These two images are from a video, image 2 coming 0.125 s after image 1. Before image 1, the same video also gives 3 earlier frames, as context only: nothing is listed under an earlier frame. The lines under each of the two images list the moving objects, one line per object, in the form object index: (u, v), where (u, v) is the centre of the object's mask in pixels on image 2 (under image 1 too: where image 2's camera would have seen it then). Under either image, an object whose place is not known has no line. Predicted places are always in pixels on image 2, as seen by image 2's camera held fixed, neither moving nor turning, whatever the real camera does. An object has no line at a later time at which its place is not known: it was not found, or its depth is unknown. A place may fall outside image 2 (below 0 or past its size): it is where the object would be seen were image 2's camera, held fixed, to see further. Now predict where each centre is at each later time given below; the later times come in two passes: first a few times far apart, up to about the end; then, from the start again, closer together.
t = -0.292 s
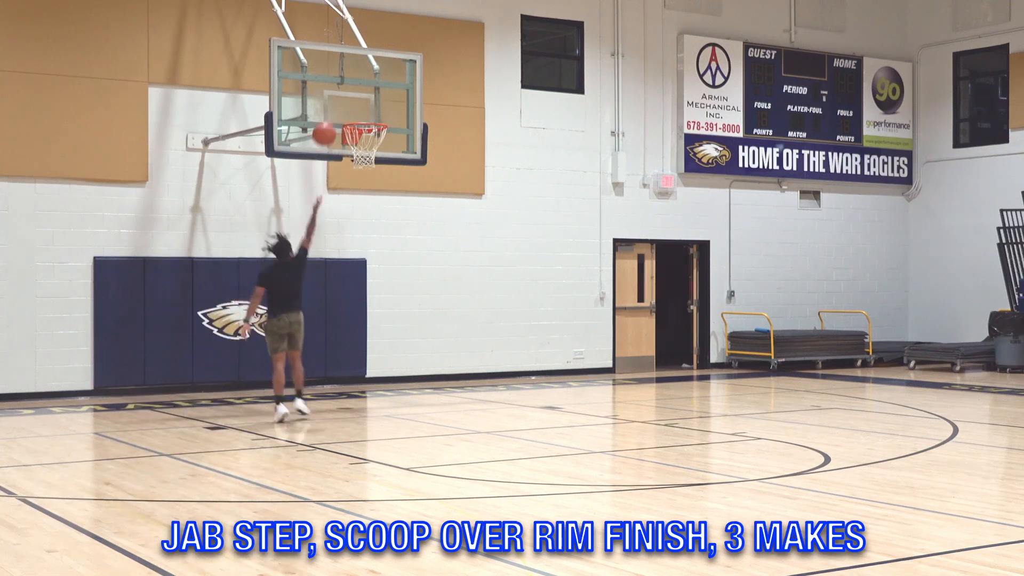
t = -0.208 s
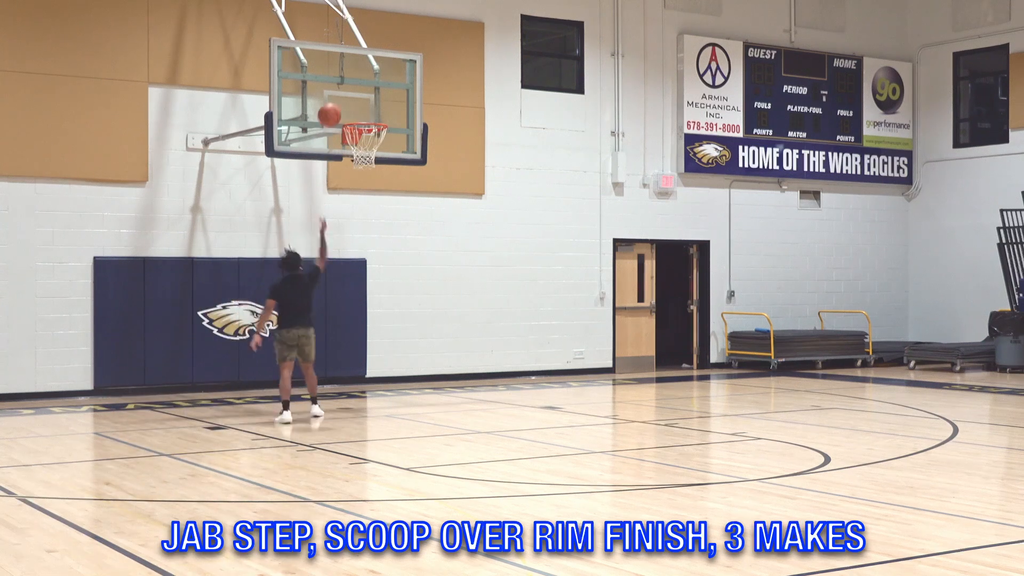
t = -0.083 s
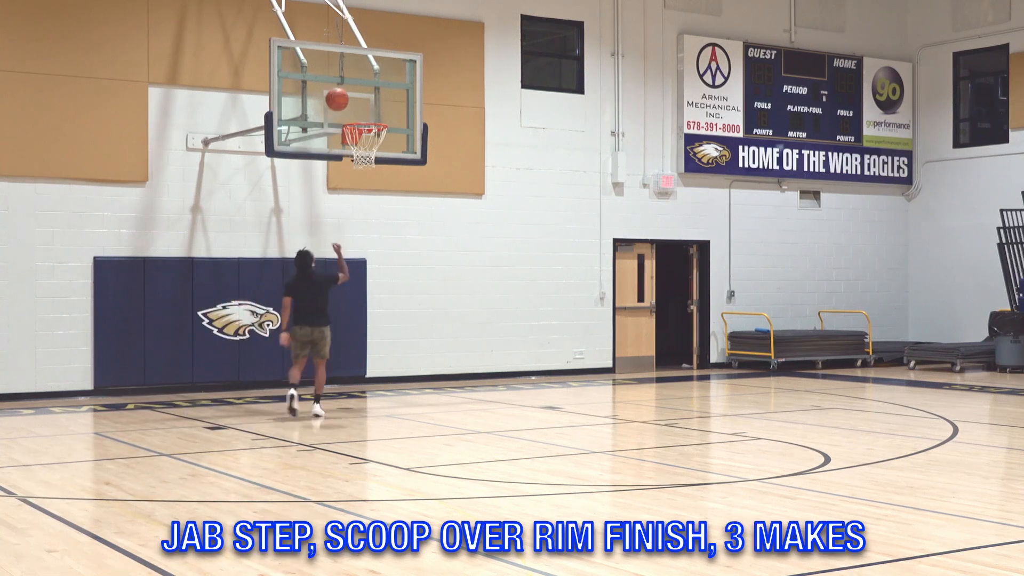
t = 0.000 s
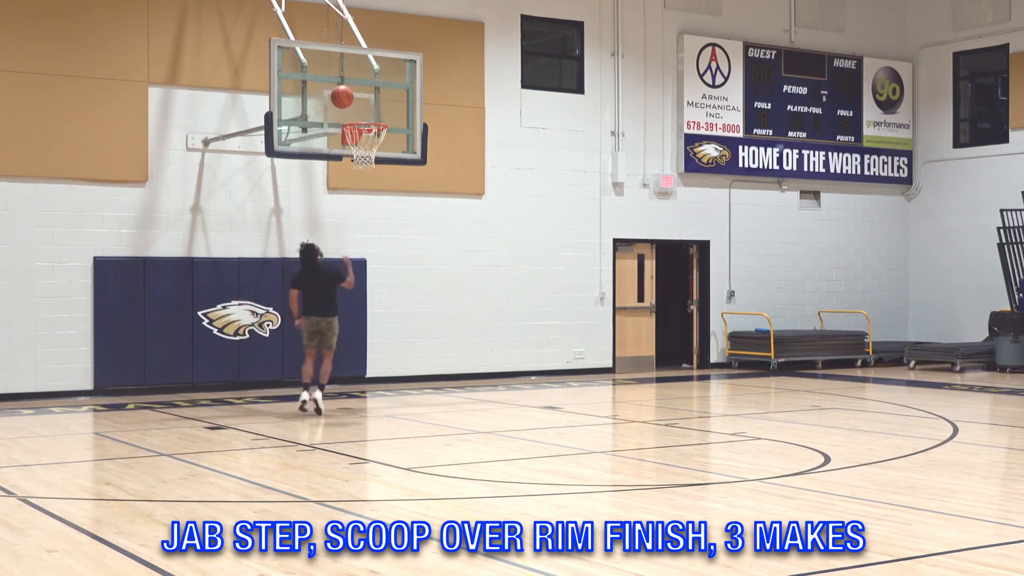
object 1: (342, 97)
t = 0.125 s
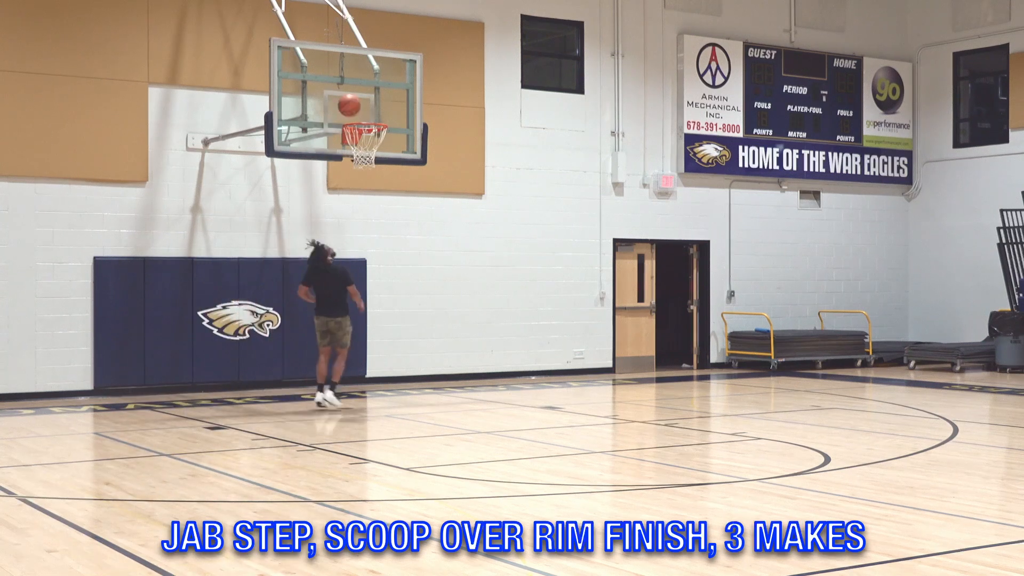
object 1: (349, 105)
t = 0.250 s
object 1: (360, 117)
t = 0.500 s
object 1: (375, 154)
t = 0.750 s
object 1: (370, 179)
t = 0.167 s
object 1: (351, 111)
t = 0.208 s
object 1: (355, 115)
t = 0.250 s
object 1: (360, 117)
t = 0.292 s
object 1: (366, 120)
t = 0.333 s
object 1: (369, 129)
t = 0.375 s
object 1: (375, 143)
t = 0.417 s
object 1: (378, 149)
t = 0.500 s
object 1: (375, 154)
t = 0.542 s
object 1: (374, 156)
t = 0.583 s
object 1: (375, 161)
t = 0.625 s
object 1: (376, 165)
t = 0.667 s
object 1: (375, 169)
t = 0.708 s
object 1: (373, 172)
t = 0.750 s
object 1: (370, 179)
